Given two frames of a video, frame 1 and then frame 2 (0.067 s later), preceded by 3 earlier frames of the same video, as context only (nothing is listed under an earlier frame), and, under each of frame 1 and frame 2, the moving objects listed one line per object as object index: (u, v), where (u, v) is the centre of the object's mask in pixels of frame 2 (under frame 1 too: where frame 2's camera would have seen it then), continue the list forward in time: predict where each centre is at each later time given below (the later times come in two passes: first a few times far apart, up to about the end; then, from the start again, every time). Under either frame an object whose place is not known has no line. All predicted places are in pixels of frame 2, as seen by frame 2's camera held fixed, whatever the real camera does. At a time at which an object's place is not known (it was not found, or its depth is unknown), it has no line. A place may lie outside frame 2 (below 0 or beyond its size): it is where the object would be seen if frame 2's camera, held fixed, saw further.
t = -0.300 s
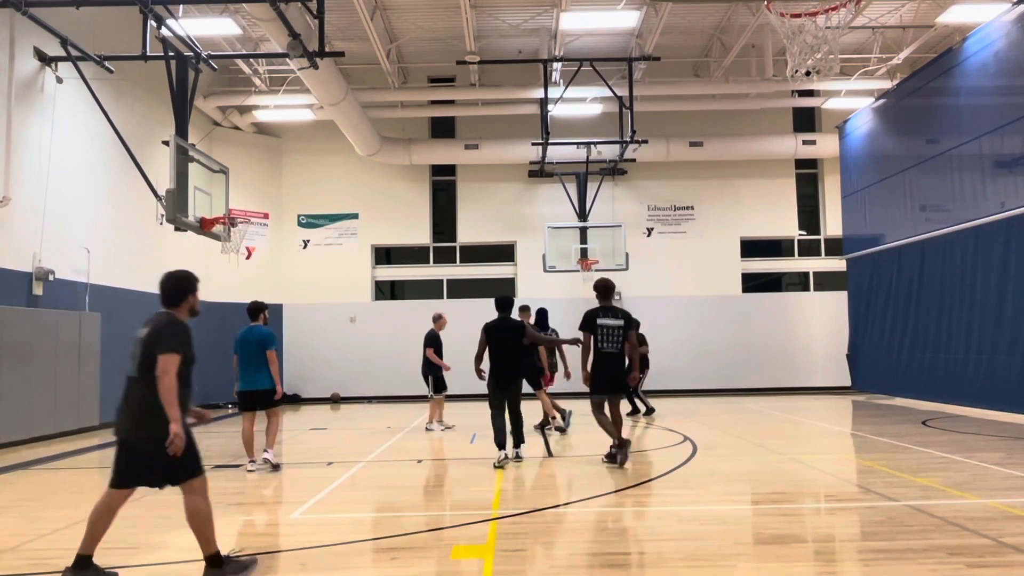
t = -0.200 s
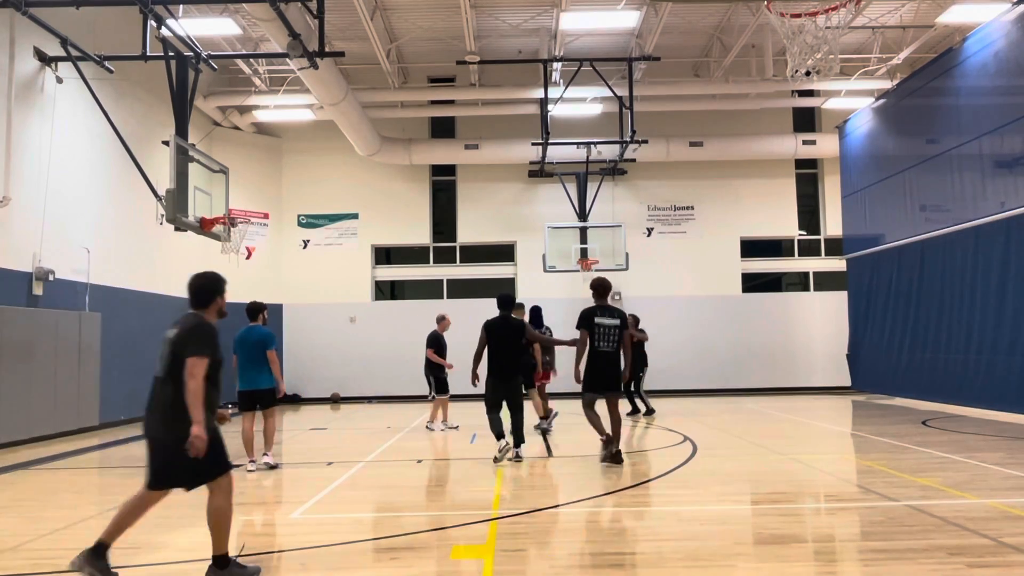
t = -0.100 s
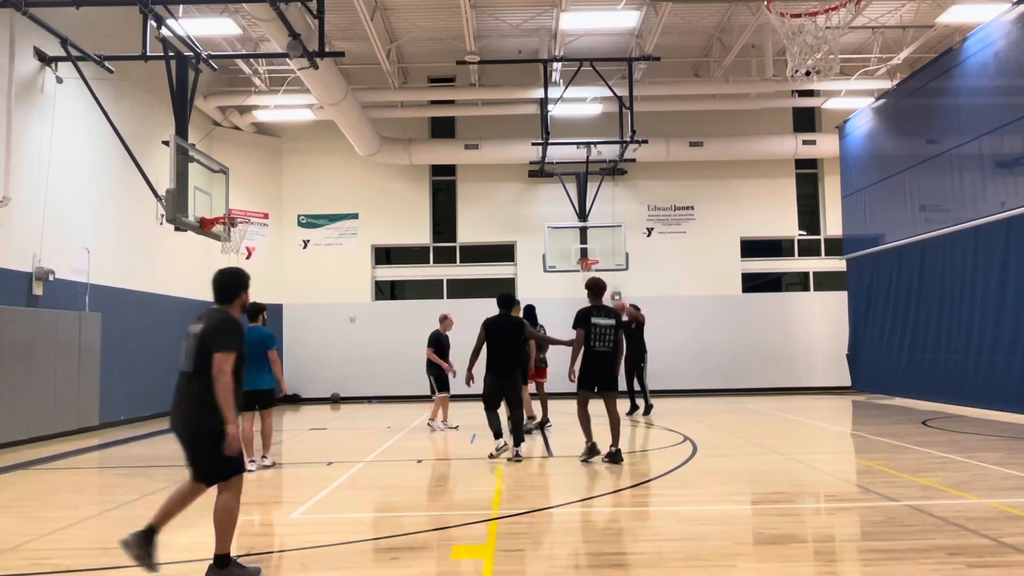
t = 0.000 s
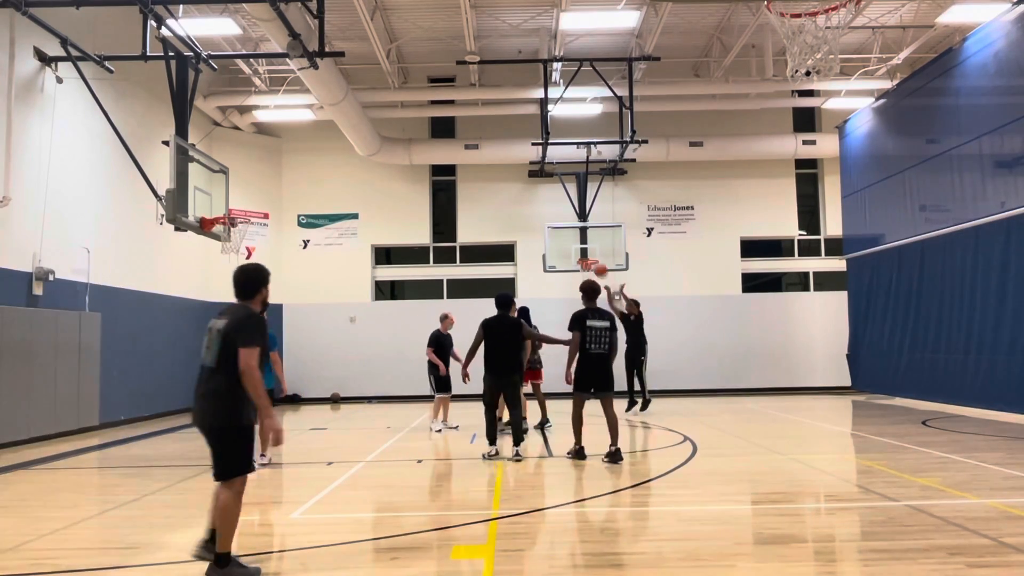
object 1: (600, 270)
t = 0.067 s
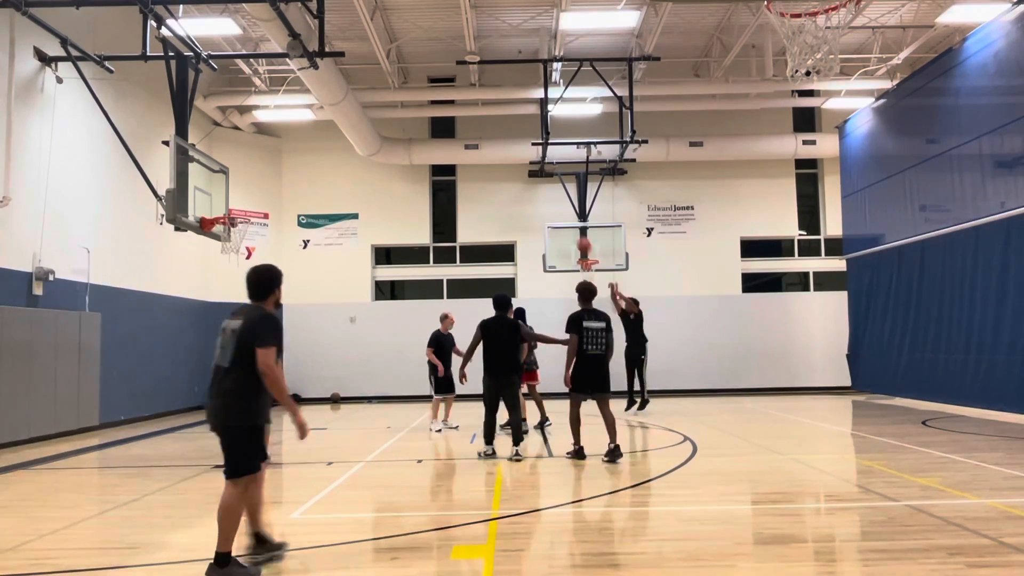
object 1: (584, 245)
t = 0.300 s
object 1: (524, 175)
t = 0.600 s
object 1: (443, 127)
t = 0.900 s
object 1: (358, 131)
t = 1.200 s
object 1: (262, 198)
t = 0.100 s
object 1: (575, 234)
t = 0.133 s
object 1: (567, 222)
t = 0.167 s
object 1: (559, 212)
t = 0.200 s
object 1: (550, 202)
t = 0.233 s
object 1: (541, 192)
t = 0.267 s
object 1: (534, 183)
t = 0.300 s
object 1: (524, 175)
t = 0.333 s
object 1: (515, 167)
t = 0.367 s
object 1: (507, 160)
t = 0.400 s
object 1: (498, 154)
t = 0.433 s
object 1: (490, 147)
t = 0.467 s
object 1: (480, 142)
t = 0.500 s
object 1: (471, 137)
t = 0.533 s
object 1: (462, 133)
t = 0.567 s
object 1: (453, 130)
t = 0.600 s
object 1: (443, 127)
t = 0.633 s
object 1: (436, 124)
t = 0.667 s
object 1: (426, 122)
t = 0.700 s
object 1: (416, 122)
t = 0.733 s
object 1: (406, 122)
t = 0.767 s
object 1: (397, 122)
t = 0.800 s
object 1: (387, 124)
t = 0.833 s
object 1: (378, 125)
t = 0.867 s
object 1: (368, 128)
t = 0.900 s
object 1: (358, 131)
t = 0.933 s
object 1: (348, 136)
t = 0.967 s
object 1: (337, 141)
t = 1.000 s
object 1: (327, 146)
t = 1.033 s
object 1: (316, 153)
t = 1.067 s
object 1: (306, 161)
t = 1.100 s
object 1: (295, 169)
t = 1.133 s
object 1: (284, 178)
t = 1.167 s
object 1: (273, 188)
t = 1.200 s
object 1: (262, 198)
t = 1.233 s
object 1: (251, 210)
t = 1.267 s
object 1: (245, 210)
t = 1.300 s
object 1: (238, 206)
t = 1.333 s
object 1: (232, 202)
